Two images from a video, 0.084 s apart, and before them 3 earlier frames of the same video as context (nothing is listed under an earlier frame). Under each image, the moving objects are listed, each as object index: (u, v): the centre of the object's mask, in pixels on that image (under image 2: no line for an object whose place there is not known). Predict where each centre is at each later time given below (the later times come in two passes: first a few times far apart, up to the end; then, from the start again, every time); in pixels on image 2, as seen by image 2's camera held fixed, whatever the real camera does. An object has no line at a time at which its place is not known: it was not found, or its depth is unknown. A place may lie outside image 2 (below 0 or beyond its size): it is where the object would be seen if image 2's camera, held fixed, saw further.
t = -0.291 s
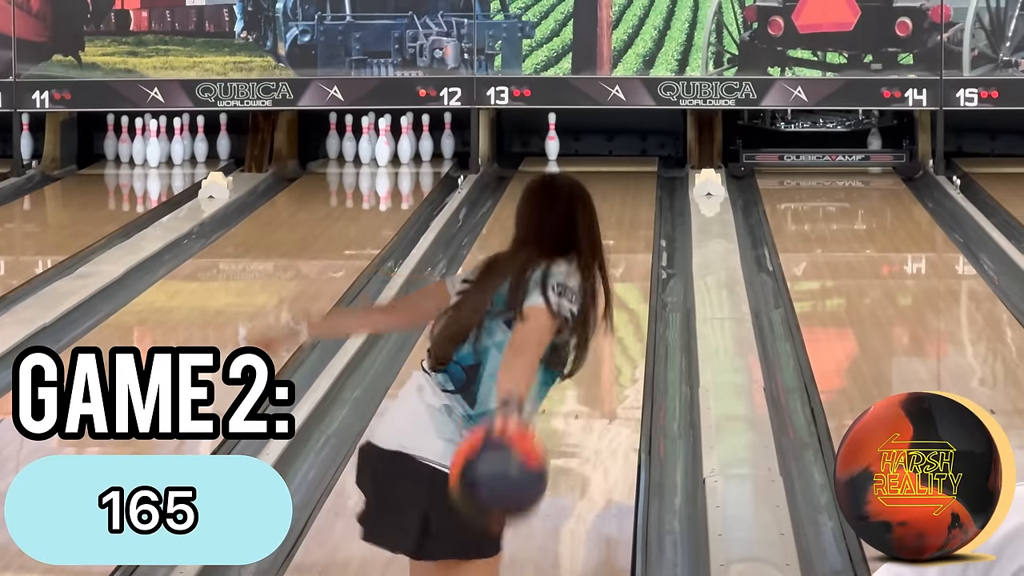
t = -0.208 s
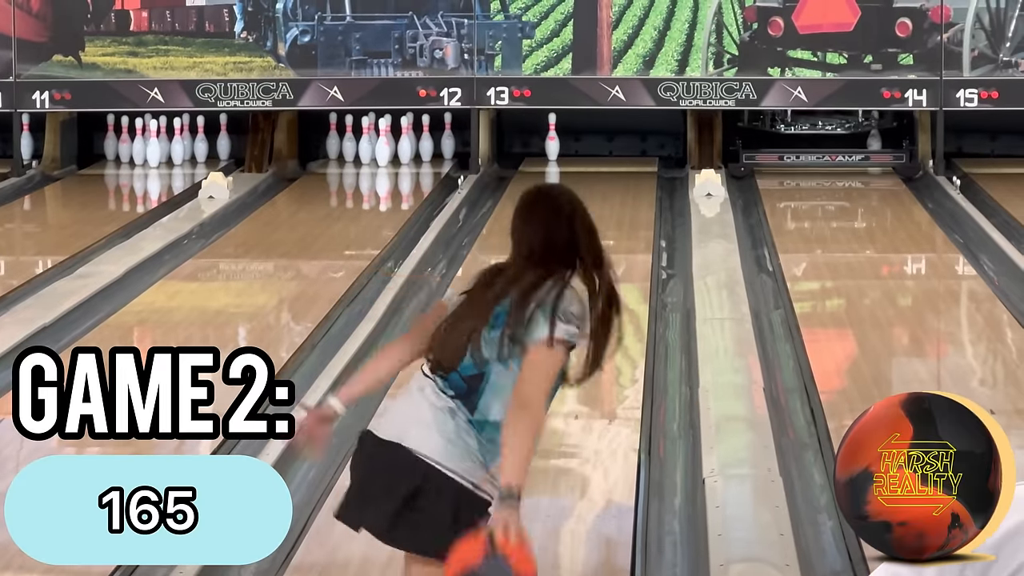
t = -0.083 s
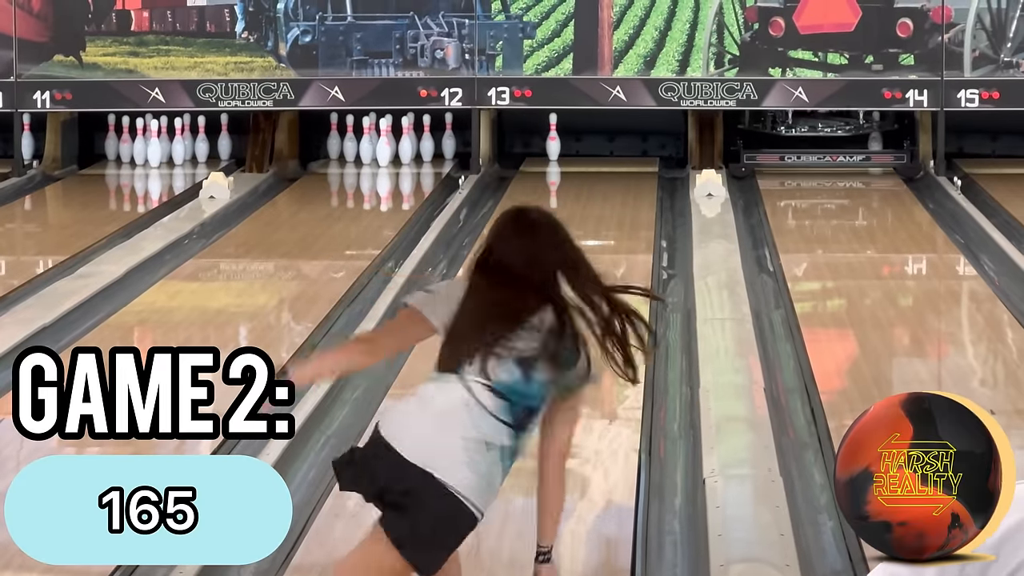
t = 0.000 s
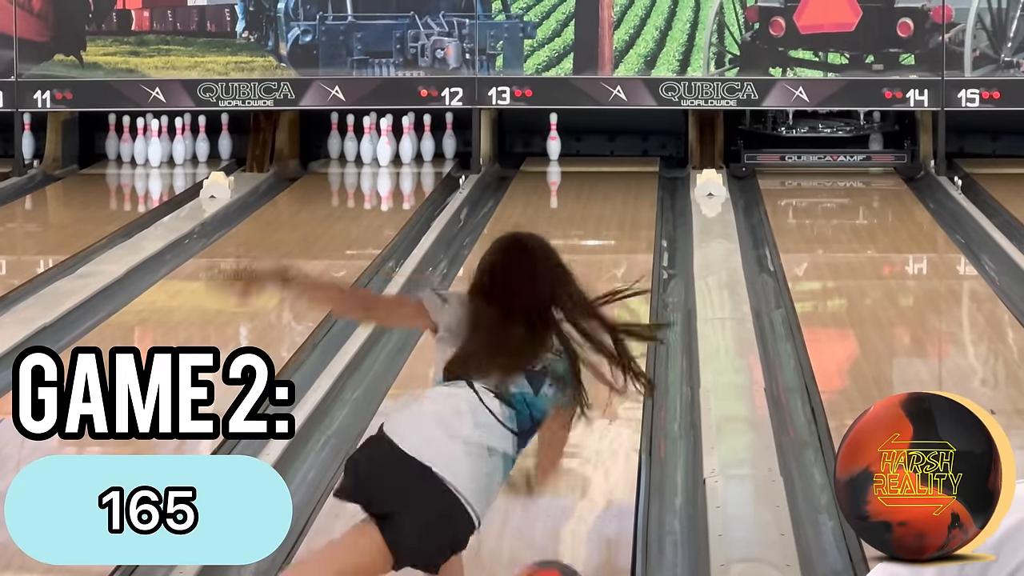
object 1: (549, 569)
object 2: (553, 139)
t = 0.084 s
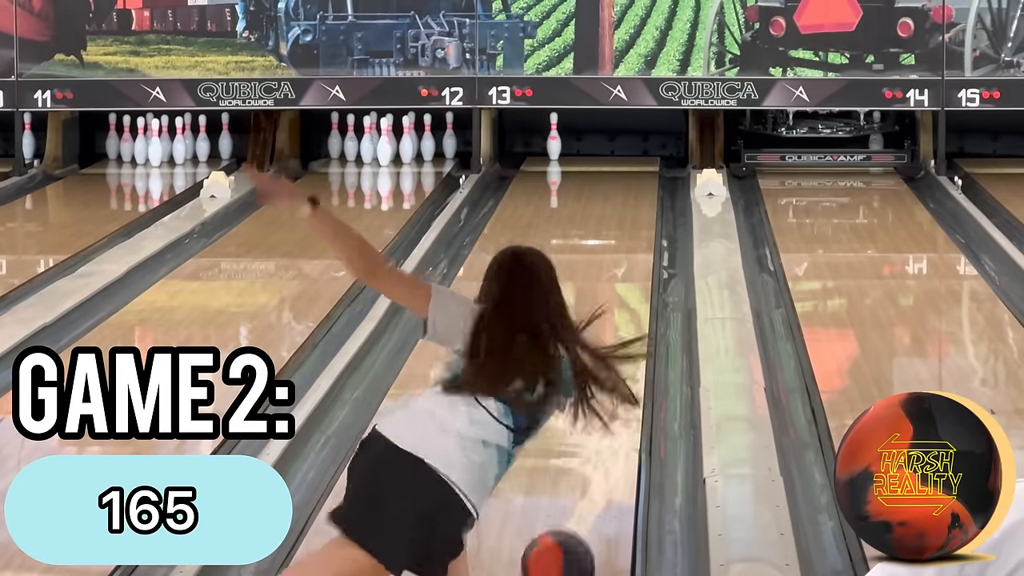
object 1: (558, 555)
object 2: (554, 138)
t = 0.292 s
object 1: (575, 488)
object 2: (554, 138)
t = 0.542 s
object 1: (592, 416)
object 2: (554, 138)
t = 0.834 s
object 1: (601, 340)
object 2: (554, 140)
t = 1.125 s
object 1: (606, 291)
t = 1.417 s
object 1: (608, 251)
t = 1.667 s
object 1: (608, 226)
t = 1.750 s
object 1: (608, 219)
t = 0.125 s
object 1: (561, 549)
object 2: (554, 138)
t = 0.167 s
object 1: (565, 533)
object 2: (554, 138)
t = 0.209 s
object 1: (568, 519)
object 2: (554, 138)
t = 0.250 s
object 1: (572, 500)
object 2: (554, 138)
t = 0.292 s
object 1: (575, 488)
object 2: (554, 138)
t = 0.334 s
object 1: (578, 470)
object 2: (554, 138)
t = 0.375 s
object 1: (580, 459)
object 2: (554, 138)
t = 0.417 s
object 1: (583, 443)
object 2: (554, 138)
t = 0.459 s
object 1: (585, 434)
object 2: (554, 138)
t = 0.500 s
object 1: (588, 422)
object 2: (554, 138)
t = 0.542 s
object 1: (592, 416)
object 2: (554, 138)
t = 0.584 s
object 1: (606, 407)
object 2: (554, 138)
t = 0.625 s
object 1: (605, 384)
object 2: (554, 138)
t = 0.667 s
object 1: (605, 372)
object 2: (554, 139)
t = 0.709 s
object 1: (602, 365)
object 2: (554, 139)
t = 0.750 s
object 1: (599, 356)
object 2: (554, 139)
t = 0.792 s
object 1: (599, 350)
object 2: (554, 139)
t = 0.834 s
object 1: (601, 340)
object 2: (554, 140)
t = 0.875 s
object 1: (602, 333)
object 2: (554, 140)
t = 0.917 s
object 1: (603, 324)
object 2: (554, 140)
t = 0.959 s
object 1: (603, 318)
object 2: (554, 140)
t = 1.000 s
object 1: (604, 309)
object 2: (554, 141)
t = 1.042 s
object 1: (605, 303)
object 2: (554, 141)
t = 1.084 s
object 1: (606, 296)
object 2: (554, 141)
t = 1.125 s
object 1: (606, 291)
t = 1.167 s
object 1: (607, 283)
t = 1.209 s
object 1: (607, 278)
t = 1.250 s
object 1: (608, 271)
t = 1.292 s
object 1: (608, 267)
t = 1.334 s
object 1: (609, 261)
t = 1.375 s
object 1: (608, 257)
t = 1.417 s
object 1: (608, 251)
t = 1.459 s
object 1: (608, 248)
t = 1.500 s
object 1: (608, 241)
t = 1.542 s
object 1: (608, 239)
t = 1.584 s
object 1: (608, 234)
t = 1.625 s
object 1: (608, 231)
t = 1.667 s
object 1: (608, 226)
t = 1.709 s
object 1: (608, 223)
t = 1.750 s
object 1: (608, 219)
